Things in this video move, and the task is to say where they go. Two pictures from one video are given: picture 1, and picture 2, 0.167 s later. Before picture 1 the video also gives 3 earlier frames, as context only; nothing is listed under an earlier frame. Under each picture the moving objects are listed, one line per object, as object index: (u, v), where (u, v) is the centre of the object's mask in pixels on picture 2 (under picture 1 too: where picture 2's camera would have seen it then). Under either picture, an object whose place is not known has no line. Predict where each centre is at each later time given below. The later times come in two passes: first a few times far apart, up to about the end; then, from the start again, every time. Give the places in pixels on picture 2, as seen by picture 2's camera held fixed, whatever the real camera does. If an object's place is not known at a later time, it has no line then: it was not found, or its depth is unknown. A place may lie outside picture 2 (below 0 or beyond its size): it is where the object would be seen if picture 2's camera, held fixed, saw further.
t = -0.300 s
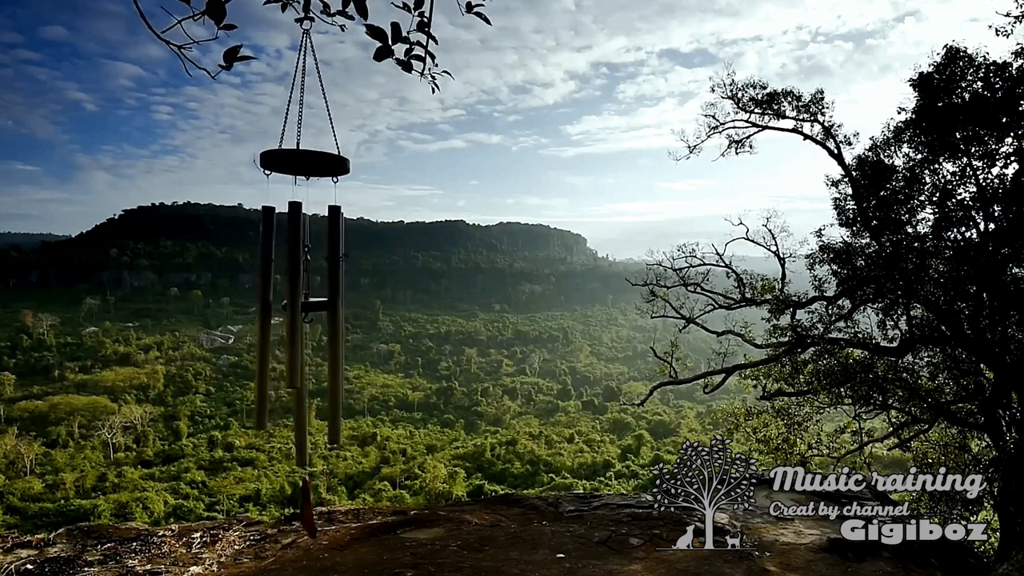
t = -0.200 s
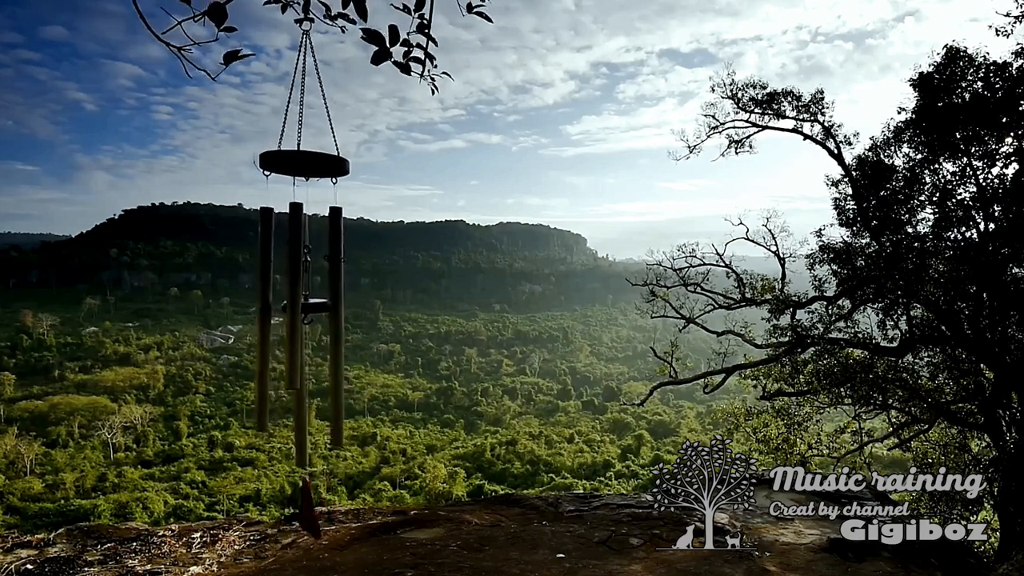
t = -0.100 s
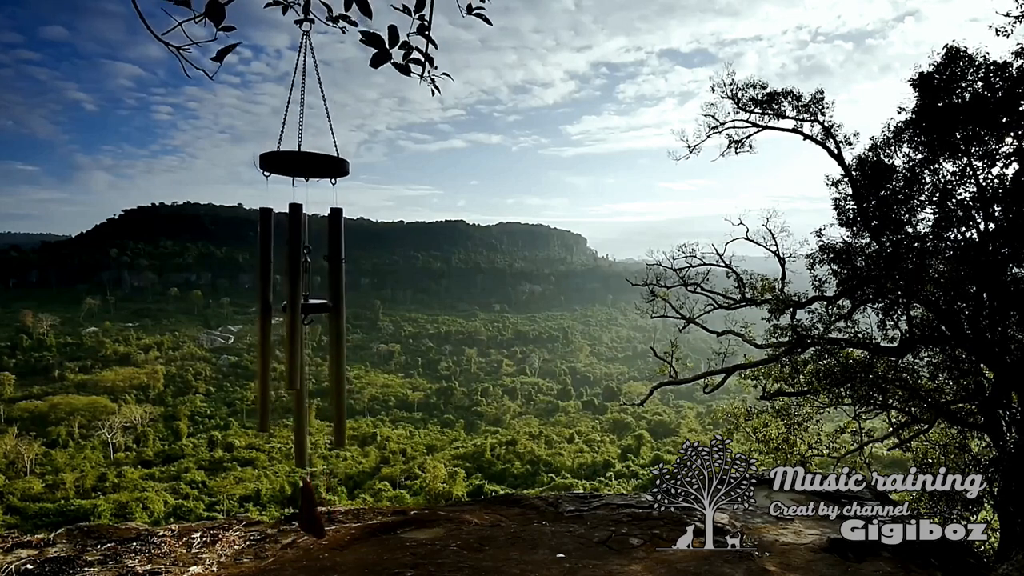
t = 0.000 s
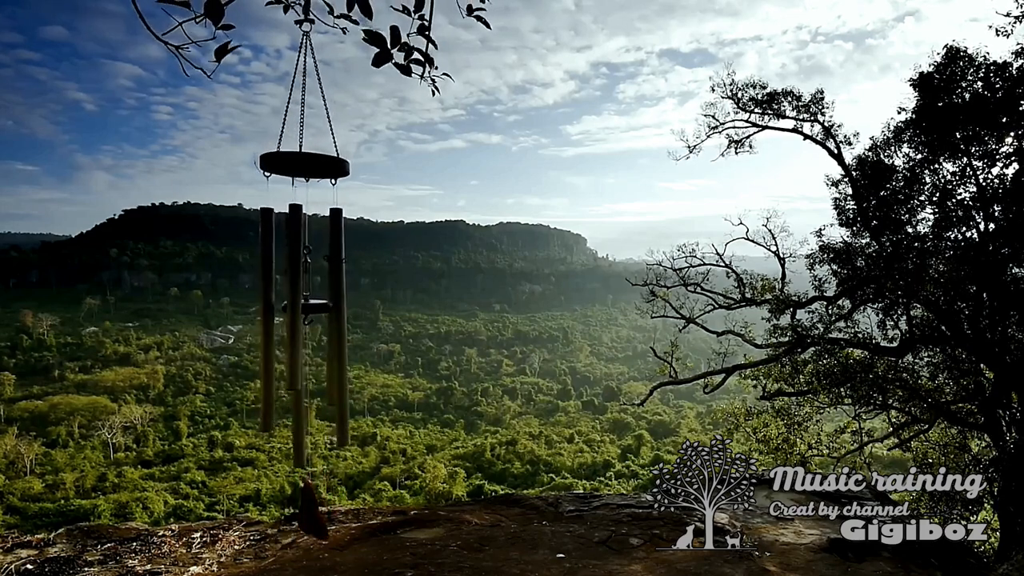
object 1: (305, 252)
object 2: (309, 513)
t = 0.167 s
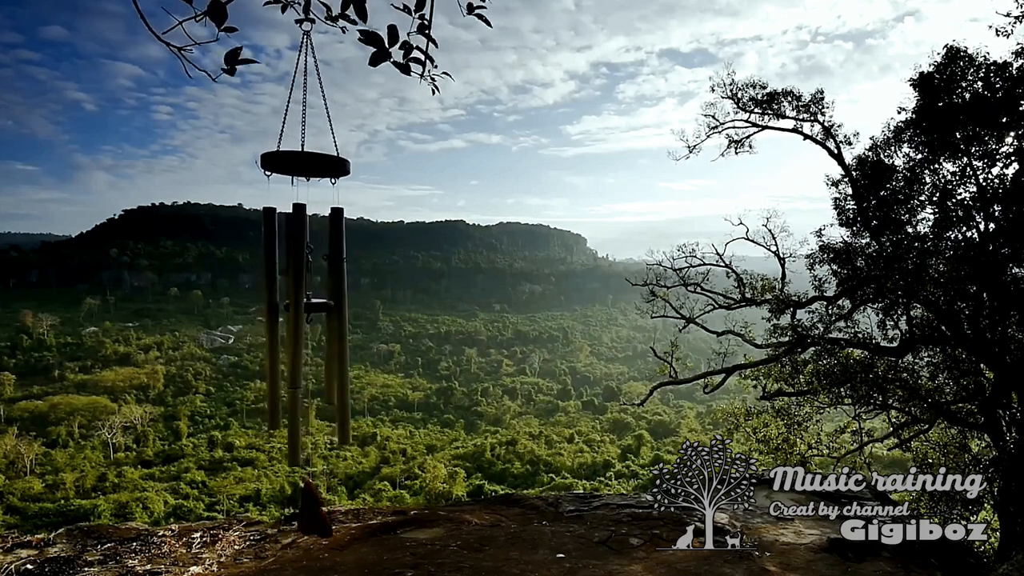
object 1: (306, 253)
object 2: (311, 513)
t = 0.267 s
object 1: (306, 252)
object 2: (311, 512)
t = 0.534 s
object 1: (306, 249)
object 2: (312, 508)
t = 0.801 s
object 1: (305, 249)
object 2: (310, 506)
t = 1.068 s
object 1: (306, 253)
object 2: (306, 507)
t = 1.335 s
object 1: (304, 255)
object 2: (305, 509)
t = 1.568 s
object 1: (305, 250)
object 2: (308, 512)
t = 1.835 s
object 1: (305, 248)
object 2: (306, 518)
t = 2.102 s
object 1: (305, 246)
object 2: (306, 516)
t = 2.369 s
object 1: (307, 246)
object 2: (310, 510)
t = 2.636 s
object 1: (306, 252)
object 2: (309, 507)
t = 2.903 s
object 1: (304, 256)
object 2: (308, 508)
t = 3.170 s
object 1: (300, 257)
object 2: (305, 511)
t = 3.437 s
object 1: (298, 253)
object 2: (303, 513)
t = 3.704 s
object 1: (296, 251)
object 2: (304, 510)
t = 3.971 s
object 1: (296, 245)
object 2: (303, 508)
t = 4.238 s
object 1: (298, 248)
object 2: (304, 510)
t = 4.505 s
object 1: (300, 248)
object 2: (307, 511)
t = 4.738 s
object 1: (302, 248)
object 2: (304, 512)
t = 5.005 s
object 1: (302, 250)
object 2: (304, 511)
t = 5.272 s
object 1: (300, 255)
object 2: (305, 508)
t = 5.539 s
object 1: (297, 255)
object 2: (305, 507)
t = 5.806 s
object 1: (294, 255)
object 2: (299, 505)
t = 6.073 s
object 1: (294, 256)
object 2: (288, 514)
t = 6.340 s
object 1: (296, 261)
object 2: (285, 513)
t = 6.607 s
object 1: (298, 266)
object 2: (301, 507)
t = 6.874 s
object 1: (299, 263)
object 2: (314, 504)
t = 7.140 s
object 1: (299, 260)
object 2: (305, 511)
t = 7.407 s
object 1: (300, 260)
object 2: (291, 512)
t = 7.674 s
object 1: (299, 261)
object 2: (288, 513)
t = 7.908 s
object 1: (295, 281)
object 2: (290, 520)
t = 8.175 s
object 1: (296, 267)
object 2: (292, 523)
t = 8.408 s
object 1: (296, 269)
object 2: (298, 521)
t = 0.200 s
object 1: (306, 253)
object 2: (311, 513)
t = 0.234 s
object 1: (306, 254)
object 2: (311, 512)
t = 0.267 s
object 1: (306, 252)
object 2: (311, 512)
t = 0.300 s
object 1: (306, 251)
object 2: (312, 512)
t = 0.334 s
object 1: (306, 249)
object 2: (312, 512)
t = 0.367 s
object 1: (306, 250)
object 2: (312, 511)
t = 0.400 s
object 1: (306, 250)
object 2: (312, 511)
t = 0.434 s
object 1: (306, 250)
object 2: (312, 510)
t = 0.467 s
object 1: (306, 250)
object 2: (312, 509)
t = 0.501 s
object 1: (306, 249)
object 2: (312, 509)
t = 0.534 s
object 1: (306, 249)
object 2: (312, 508)
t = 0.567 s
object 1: (305, 249)
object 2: (312, 508)
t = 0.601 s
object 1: (305, 249)
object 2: (312, 507)
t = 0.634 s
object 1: (305, 249)
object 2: (311, 507)
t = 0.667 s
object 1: (305, 249)
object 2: (311, 507)
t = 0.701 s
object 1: (305, 248)
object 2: (311, 507)
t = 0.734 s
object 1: (305, 248)
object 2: (311, 507)
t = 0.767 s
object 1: (305, 249)
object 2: (311, 506)
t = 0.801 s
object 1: (305, 249)
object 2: (310, 506)
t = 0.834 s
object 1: (305, 250)
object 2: (309, 506)
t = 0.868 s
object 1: (305, 250)
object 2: (308, 506)
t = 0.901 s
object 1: (305, 251)
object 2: (308, 506)
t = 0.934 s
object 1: (305, 252)
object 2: (308, 506)
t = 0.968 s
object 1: (305, 253)
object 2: (307, 506)
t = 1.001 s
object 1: (305, 253)
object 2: (307, 506)
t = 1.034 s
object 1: (305, 254)
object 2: (306, 506)
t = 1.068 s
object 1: (306, 253)
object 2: (306, 507)
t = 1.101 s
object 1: (306, 254)
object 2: (306, 507)
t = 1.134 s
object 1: (306, 254)
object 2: (306, 507)
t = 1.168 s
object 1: (305, 258)
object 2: (305, 507)
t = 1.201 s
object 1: (305, 257)
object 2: (305, 507)
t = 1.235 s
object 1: (304, 259)
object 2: (305, 507)
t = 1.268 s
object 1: (304, 258)
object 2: (305, 508)
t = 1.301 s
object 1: (304, 254)
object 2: (305, 509)
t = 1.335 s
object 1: (304, 255)
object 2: (305, 509)
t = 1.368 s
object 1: (304, 253)
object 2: (306, 510)
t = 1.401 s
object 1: (305, 250)
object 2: (306, 510)
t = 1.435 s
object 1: (305, 251)
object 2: (306, 510)
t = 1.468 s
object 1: (305, 251)
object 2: (309, 509)
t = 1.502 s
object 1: (305, 249)
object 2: (306, 510)
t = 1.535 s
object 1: (305, 249)
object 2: (309, 511)
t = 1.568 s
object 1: (305, 250)
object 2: (308, 512)
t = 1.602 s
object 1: (305, 250)
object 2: (308, 513)
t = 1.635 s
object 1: (305, 250)
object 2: (308, 514)
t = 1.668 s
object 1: (305, 250)
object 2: (307, 514)
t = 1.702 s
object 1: (305, 250)
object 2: (307, 516)
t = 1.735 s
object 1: (305, 251)
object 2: (307, 516)
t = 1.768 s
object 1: (305, 251)
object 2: (306, 517)
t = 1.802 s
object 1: (305, 249)
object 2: (306, 518)
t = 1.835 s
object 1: (305, 248)
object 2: (306, 518)
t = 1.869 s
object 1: (305, 248)
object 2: (305, 518)
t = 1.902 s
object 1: (305, 248)
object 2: (306, 518)
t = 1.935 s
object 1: (305, 246)
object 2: (305, 515)
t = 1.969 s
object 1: (305, 243)
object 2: (306, 517)
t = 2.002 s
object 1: (305, 248)
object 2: (306, 517)
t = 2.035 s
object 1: (305, 244)
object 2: (306, 517)
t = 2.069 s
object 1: (305, 244)
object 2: (306, 516)
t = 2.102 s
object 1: (305, 246)
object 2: (306, 516)
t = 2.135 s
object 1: (305, 245)
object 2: (306, 516)
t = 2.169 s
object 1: (305, 245)
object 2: (307, 515)
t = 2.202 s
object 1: (305, 246)
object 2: (308, 515)
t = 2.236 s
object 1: (305, 247)
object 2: (309, 514)
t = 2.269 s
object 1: (305, 248)
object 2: (309, 513)
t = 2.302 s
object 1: (306, 247)
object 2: (309, 512)
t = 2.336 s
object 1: (306, 247)
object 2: (310, 511)
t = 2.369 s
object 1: (307, 246)
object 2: (310, 510)
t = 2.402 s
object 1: (307, 247)
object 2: (310, 509)
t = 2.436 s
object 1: (307, 246)
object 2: (310, 509)
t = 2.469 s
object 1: (307, 247)
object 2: (310, 508)
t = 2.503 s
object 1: (307, 248)
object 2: (310, 508)
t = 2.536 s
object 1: (307, 249)
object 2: (310, 508)
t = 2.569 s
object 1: (307, 250)
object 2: (310, 508)
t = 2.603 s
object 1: (307, 252)
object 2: (309, 507)
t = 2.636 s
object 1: (306, 252)
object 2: (309, 507)
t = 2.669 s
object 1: (306, 256)
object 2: (309, 507)
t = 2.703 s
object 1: (306, 257)
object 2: (309, 507)
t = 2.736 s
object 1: (305, 258)
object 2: (309, 507)
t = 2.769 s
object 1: (305, 258)
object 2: (309, 507)
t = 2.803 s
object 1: (305, 258)
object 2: (309, 507)
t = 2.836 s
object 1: (304, 256)
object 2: (308, 508)
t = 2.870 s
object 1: (304, 256)
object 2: (308, 508)
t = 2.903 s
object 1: (304, 256)
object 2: (308, 508)
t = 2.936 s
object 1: (303, 255)
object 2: (308, 509)
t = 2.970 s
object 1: (302, 255)
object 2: (308, 509)
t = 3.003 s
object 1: (302, 257)
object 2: (308, 509)
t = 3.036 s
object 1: (301, 257)
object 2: (307, 510)
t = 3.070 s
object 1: (301, 257)
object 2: (307, 510)
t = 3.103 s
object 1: (301, 257)
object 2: (307, 511)
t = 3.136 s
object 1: (300, 257)
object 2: (306, 511)
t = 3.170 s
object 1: (300, 257)
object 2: (305, 511)
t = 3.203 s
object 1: (300, 257)
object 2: (305, 512)
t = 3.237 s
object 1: (300, 256)
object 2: (305, 512)
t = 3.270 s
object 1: (300, 255)
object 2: (304, 512)
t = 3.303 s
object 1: (299, 256)
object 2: (304, 513)
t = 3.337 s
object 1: (299, 253)
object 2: (304, 513)
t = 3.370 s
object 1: (299, 255)
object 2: (303, 513)
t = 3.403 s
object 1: (298, 255)
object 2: (303, 513)
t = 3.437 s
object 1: (298, 253)
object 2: (303, 513)
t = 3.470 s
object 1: (298, 254)
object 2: (303, 513)
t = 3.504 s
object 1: (298, 252)
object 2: (303, 513)
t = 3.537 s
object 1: (297, 253)
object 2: (303, 513)
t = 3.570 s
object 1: (297, 253)
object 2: (303, 513)
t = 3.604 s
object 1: (297, 252)
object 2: (303, 512)
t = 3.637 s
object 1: (297, 252)
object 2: (303, 511)
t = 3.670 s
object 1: (297, 252)
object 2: (304, 511)
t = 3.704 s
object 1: (296, 251)
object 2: (304, 510)
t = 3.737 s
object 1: (296, 251)
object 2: (304, 510)
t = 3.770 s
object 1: (296, 251)
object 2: (304, 509)
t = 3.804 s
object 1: (296, 251)
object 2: (304, 509)
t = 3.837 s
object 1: (296, 252)
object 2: (304, 509)
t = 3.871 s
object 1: (295, 251)
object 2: (303, 509)
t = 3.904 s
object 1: (296, 248)
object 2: (303, 509)
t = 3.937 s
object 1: (296, 246)
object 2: (303, 508)
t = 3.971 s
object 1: (296, 245)
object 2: (303, 508)
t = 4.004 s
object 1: (296, 245)
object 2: (303, 508)
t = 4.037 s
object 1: (296, 244)
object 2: (303, 509)
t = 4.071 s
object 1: (296, 244)
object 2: (303, 509)
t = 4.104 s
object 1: (297, 244)
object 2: (303, 508)
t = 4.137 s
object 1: (297, 246)
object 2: (303, 508)
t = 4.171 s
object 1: (298, 247)
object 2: (302, 508)
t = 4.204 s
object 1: (298, 250)
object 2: (304, 510)
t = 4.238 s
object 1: (298, 248)
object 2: (304, 510)
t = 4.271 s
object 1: (299, 248)
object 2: (307, 509)
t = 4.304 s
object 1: (299, 249)
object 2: (307, 509)
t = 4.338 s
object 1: (299, 249)
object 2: (307, 508)
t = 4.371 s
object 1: (299, 250)
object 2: (307, 509)
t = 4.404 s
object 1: (299, 250)
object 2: (307, 509)
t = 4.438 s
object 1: (300, 251)
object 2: (307, 510)
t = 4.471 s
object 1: (300, 249)
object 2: (307, 510)
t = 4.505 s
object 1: (300, 248)
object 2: (307, 511)
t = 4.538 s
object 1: (301, 249)
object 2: (306, 511)
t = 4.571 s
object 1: (301, 249)
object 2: (306, 511)
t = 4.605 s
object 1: (301, 248)
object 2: (305, 511)
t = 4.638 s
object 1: (301, 248)
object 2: (304, 512)
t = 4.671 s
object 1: (301, 248)
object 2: (304, 512)
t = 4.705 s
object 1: (302, 248)
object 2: (303, 513)
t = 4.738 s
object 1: (302, 248)
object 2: (304, 512)
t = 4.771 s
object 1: (302, 249)
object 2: (303, 513)
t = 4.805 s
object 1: (302, 250)
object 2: (304, 512)
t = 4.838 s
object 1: (302, 251)
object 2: (304, 512)
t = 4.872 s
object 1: (301, 250)
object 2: (304, 512)
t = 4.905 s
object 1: (301, 250)
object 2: (304, 512)
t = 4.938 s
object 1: (301, 250)
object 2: (304, 511)
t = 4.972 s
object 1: (301, 252)
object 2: (304, 511)
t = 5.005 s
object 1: (302, 250)
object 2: (304, 511)
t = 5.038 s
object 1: (301, 251)
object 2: (304, 510)
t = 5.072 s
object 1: (301, 251)
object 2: (304, 510)
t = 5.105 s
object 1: (301, 252)
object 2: (305, 509)
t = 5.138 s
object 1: (301, 254)
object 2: (305, 509)
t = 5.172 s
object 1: (301, 254)
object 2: (305, 509)
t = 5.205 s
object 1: (300, 254)
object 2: (305, 509)
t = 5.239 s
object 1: (300, 255)
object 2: (305, 508)
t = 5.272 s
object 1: (300, 255)
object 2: (305, 508)
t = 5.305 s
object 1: (299, 256)
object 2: (305, 507)
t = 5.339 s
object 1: (299, 256)
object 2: (305, 507)
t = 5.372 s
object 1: (299, 256)
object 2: (305, 507)
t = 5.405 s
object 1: (299, 256)
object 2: (305, 506)
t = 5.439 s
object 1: (298, 256)
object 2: (305, 507)
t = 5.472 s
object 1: (298, 255)
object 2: (306, 506)
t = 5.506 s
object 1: (298, 255)
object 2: (306, 506)
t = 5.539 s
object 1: (297, 255)
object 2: (305, 507)
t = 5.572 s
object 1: (296, 255)
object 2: (305, 507)
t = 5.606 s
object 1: (296, 254)
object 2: (305, 507)
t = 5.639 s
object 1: (295, 254)
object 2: (304, 507)
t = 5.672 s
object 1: (295, 254)
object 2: (303, 507)
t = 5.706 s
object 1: (295, 253)
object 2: (302, 508)
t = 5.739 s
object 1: (294, 254)
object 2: (302, 507)
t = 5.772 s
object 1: (294, 255)
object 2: (300, 507)
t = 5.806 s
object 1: (294, 255)
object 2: (299, 505)
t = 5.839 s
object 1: (294, 255)
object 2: (298, 506)
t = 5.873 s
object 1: (294, 255)
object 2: (297, 508)
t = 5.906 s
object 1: (294, 256)
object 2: (297, 511)
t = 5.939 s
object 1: (294, 257)
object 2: (295, 513)
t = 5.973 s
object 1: (294, 256)
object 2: (293, 513)
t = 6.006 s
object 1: (294, 257)
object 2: (292, 513)
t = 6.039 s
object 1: (294, 256)
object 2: (290, 514)
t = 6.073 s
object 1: (294, 256)
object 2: (288, 514)
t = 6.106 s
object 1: (294, 257)
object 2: (287, 514)
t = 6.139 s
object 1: (294, 257)
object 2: (286, 515)
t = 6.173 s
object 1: (295, 256)
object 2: (285, 515)
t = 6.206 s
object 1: (295, 256)
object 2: (285, 514)
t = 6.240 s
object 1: (296, 257)
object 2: (284, 514)
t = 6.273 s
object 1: (296, 258)
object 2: (284, 514)
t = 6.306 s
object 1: (296, 260)
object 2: (284, 513)
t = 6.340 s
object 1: (296, 261)
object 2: (285, 513)
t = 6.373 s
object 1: (297, 262)
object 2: (286, 512)
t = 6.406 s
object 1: (297, 263)
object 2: (288, 511)
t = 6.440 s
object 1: (297, 263)
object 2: (289, 510)
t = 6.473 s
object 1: (297, 265)
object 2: (292, 509)
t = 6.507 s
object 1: (297, 263)
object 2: (294, 509)
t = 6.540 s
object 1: (298, 264)
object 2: (297, 508)
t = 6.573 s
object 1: (298, 266)
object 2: (300, 507)
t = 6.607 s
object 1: (298, 266)
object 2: (301, 507)
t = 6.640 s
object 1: (298, 266)
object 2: (303, 506)
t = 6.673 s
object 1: (299, 265)
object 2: (306, 505)
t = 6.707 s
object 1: (299, 264)
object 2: (307, 505)
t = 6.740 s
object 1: (299, 264)
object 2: (308, 506)
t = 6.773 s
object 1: (299, 264)
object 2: (312, 506)
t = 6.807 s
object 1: (299, 264)
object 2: (313, 505)
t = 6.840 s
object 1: (299, 266)
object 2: (314, 505)
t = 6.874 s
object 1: (299, 263)
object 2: (314, 504)
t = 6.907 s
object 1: (299, 262)
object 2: (313, 506)
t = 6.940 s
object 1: (299, 262)
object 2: (313, 507)
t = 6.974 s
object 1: (298, 263)
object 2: (312, 508)
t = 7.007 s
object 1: (298, 263)
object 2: (310, 509)
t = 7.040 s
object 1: (299, 262)
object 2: (308, 510)
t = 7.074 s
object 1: (299, 261)
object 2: (307, 511)
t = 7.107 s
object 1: (299, 261)
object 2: (306, 511)
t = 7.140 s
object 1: (299, 260)
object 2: (305, 511)
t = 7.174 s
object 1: (300, 259)
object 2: (303, 511)
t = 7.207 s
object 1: (300, 260)
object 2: (301, 512)
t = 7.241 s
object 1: (300, 260)
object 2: (299, 512)
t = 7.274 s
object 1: (300, 260)
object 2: (297, 512)
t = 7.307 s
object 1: (300, 259)
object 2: (296, 512)
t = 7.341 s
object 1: (300, 258)
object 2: (294, 512)
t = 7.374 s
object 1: (300, 258)
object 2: (292, 512)
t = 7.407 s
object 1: (300, 260)
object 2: (291, 512)
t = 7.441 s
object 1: (300, 260)
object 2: (290, 513)
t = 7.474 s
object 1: (300, 262)
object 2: (289, 513)
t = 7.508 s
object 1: (300, 262)
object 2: (288, 513)
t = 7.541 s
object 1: (300, 262)
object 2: (288, 513)
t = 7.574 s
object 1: (300, 263)
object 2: (288, 513)
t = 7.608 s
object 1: (299, 261)
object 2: (288, 513)
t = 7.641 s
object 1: (299, 260)
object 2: (288, 513)
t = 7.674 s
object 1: (299, 261)
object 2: (288, 513)
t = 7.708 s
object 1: (298, 262)
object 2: (290, 511)
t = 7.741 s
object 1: (298, 260)
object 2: (290, 511)
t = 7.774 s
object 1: (297, 263)
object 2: (290, 513)
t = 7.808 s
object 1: (297, 263)
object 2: (290, 512)
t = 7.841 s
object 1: (297, 265)
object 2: (290, 514)
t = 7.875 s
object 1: (297, 265)
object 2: (290, 517)
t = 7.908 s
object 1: (295, 281)
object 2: (290, 520)
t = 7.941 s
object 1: (295, 283)
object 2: (290, 521)
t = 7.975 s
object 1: (295, 284)
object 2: (290, 522)
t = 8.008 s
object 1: (294, 282)
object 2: (289, 522)
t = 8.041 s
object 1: (296, 269)
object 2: (290, 522)
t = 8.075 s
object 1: (296, 266)
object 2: (290, 522)
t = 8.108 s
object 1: (296, 266)
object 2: (290, 523)
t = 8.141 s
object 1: (296, 265)
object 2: (291, 523)
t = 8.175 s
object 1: (296, 267)
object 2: (292, 523)
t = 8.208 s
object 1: (295, 264)
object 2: (292, 522)
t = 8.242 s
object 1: (296, 267)
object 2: (293, 522)
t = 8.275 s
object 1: (295, 265)
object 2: (294, 522)
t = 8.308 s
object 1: (296, 268)
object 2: (295, 522)
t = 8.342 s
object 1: (296, 269)
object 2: (296, 522)
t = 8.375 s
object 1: (296, 269)
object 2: (297, 522)
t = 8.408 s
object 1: (296, 269)
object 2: (298, 521)
